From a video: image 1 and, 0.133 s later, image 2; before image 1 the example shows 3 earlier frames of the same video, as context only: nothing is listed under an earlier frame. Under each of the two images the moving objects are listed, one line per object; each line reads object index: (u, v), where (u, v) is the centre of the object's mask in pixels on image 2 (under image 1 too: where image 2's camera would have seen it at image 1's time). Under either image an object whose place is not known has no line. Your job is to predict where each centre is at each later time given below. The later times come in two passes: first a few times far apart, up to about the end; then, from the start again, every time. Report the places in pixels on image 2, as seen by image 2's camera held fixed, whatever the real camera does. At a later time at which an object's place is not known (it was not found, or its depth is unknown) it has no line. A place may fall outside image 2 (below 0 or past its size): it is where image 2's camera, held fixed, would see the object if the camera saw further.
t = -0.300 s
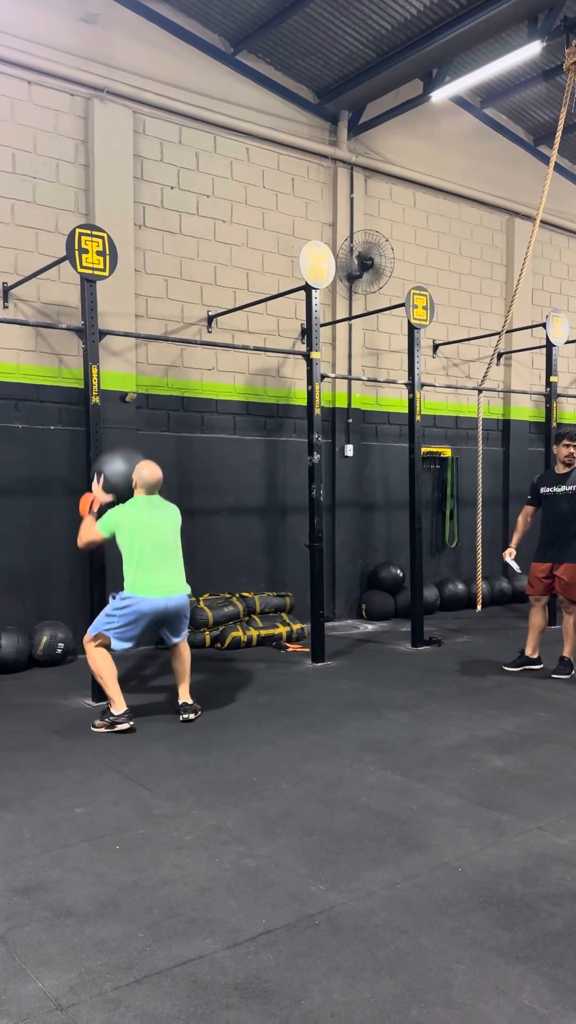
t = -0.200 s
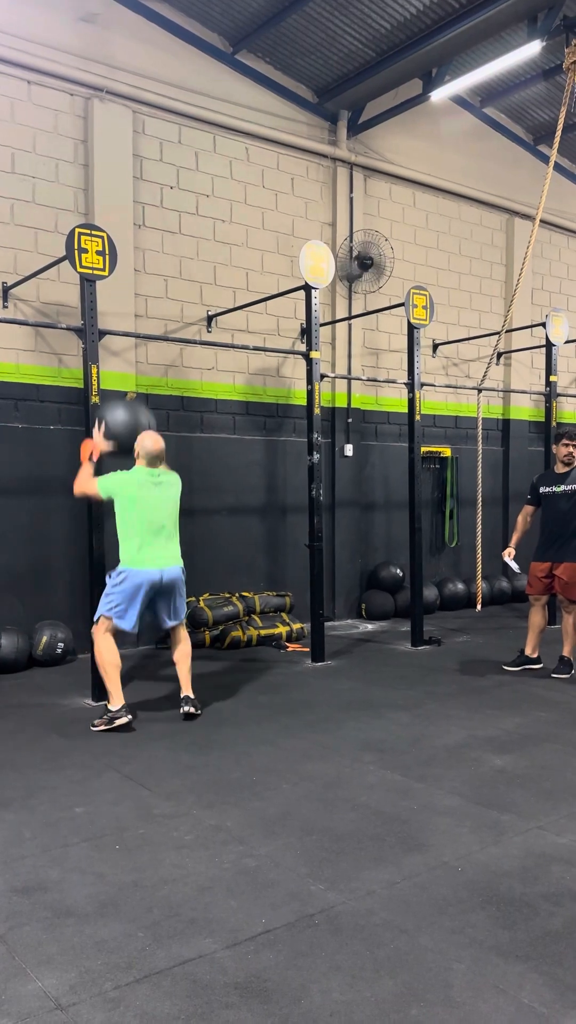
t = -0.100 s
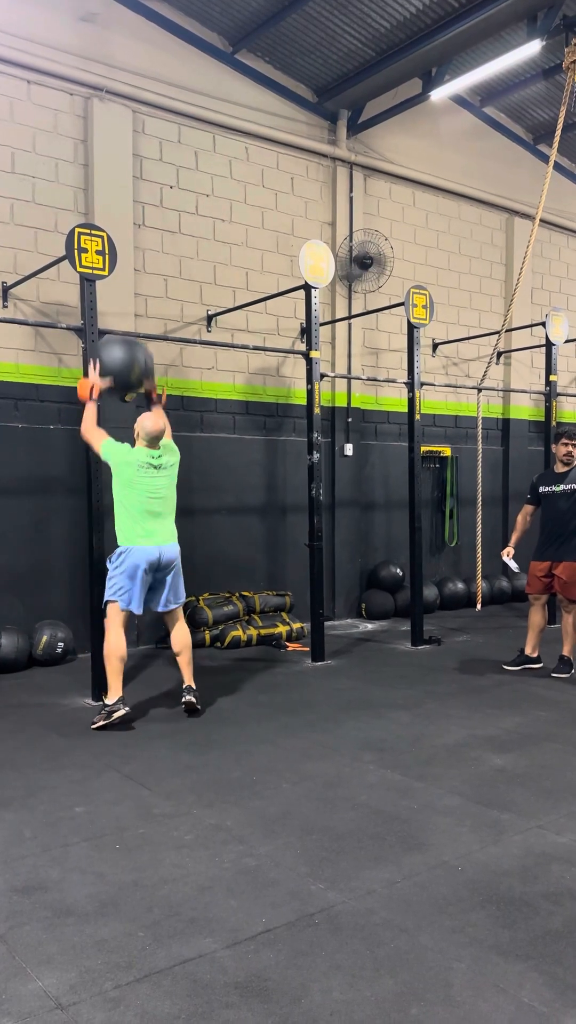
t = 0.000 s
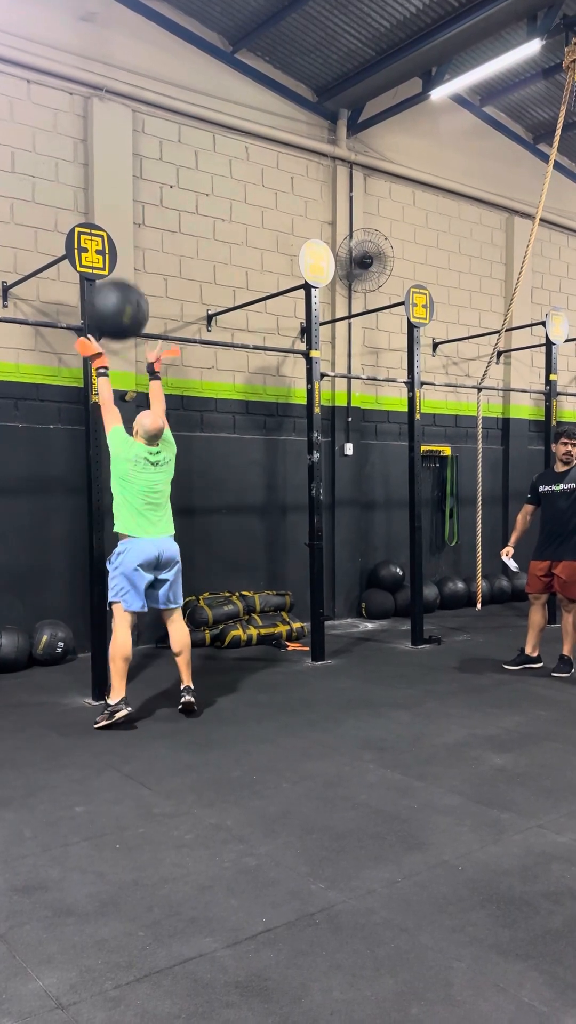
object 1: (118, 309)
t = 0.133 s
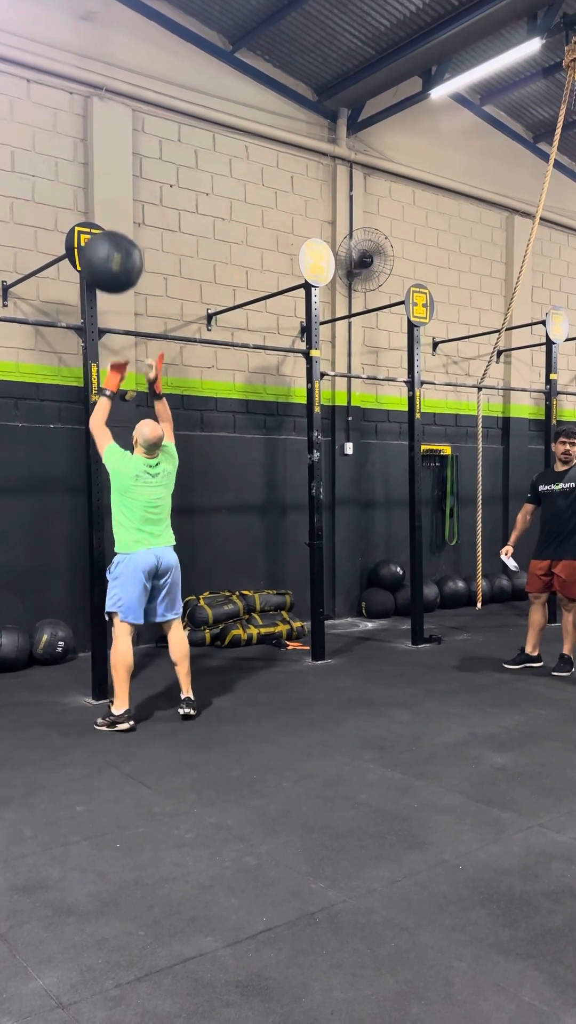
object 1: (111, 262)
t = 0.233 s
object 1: (108, 247)
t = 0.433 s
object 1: (111, 260)
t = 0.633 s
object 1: (116, 338)
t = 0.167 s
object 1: (110, 255)
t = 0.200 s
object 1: (109, 250)
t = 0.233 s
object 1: (108, 247)
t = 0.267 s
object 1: (108, 244)
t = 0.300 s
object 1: (109, 244)
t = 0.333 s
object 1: (109, 245)
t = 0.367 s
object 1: (110, 249)
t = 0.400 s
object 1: (111, 253)
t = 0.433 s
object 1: (111, 260)
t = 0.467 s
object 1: (112, 269)
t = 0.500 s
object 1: (114, 279)
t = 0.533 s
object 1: (115, 291)
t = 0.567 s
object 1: (115, 304)
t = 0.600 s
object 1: (116, 320)
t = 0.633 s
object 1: (116, 338)
